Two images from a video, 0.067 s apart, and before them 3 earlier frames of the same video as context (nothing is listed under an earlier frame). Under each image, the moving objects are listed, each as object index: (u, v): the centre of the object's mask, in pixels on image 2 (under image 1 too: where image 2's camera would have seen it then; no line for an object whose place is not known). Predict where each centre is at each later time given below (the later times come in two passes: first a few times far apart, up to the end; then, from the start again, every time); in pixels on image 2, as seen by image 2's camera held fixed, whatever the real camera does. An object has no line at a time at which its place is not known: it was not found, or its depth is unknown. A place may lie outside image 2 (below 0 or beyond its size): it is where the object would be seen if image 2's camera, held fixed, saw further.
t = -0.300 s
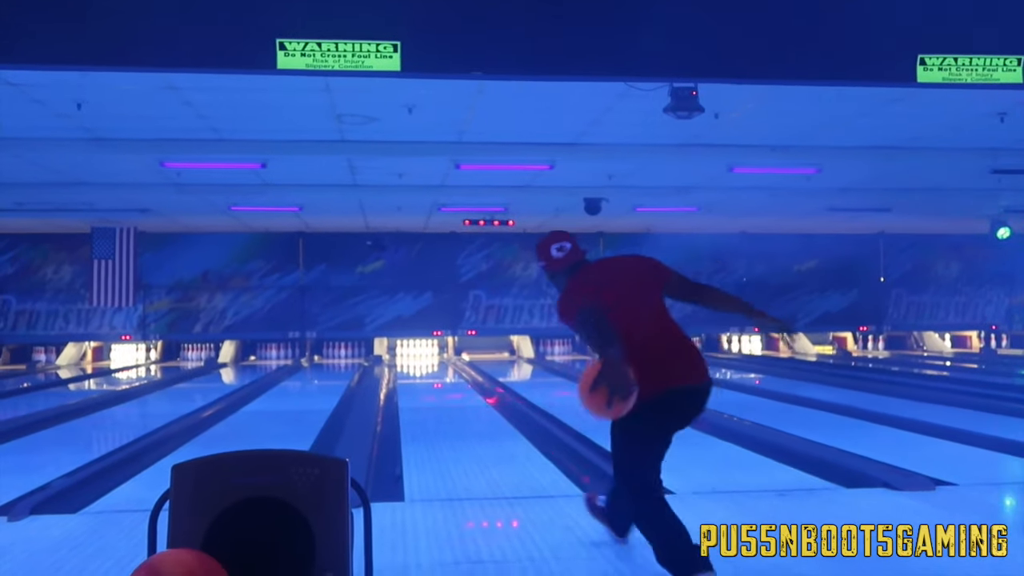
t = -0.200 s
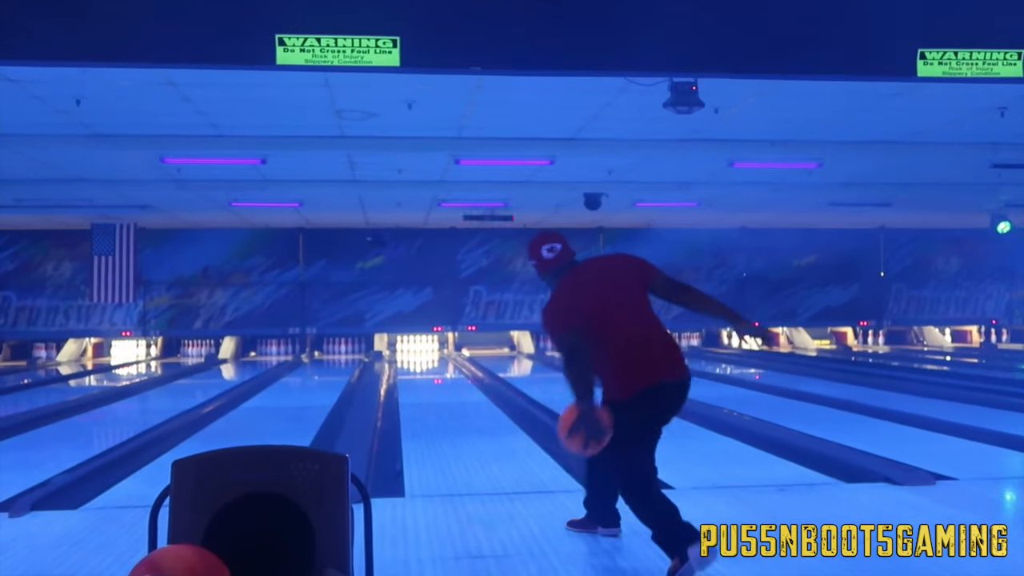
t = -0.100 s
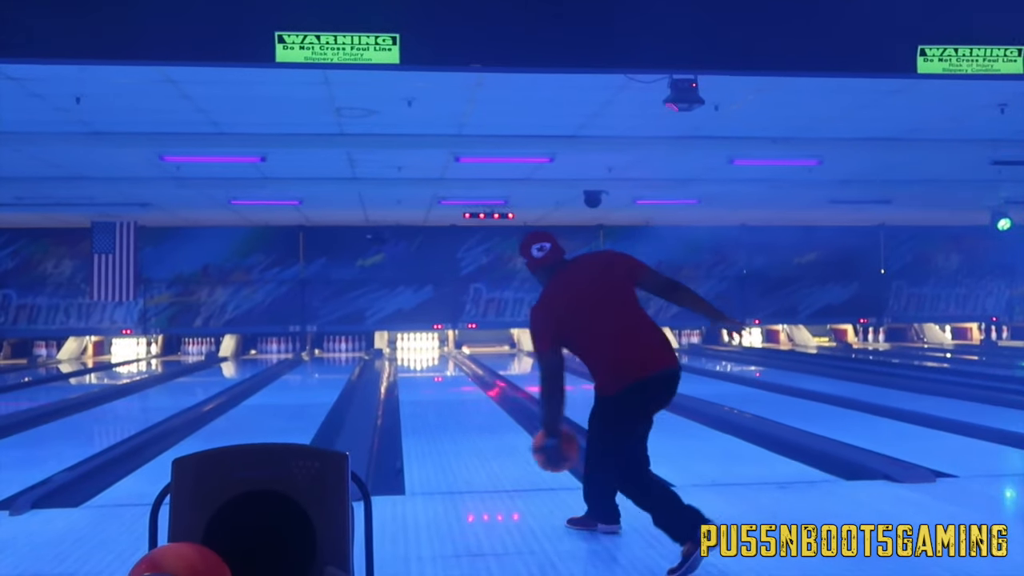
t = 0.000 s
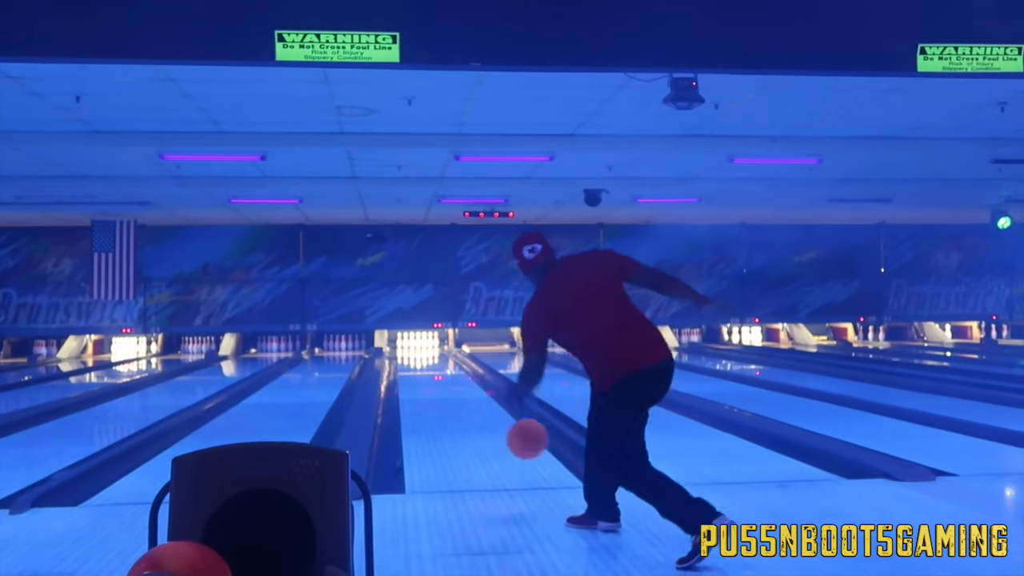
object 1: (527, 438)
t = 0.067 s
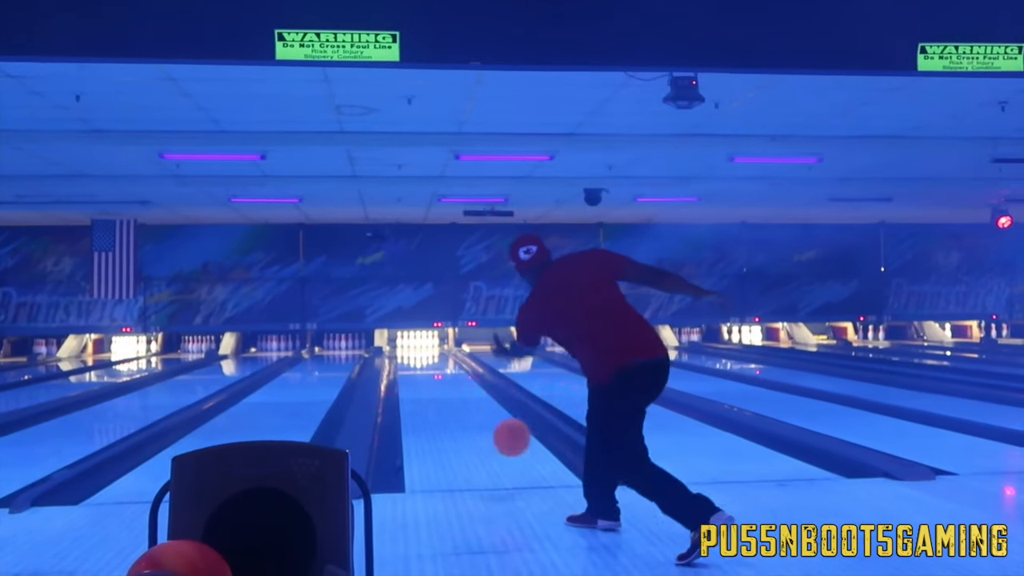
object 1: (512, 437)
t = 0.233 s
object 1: (483, 446)
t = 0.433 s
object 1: (461, 424)
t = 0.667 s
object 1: (444, 405)
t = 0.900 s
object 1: (431, 391)
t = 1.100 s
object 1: (424, 384)
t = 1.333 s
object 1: (418, 374)
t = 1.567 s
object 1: (414, 368)
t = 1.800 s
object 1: (411, 363)
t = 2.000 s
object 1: (409, 359)
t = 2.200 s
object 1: (409, 357)
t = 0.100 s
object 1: (505, 440)
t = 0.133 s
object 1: (498, 444)
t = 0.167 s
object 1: (493, 450)
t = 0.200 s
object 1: (487, 452)
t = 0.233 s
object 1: (483, 446)
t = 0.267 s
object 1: (479, 441)
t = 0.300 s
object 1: (474, 439)
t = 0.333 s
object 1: (471, 435)
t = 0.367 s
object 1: (467, 431)
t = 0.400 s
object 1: (464, 427)
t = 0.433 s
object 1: (461, 424)
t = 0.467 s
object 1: (457, 421)
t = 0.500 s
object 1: (455, 418)
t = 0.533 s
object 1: (452, 415)
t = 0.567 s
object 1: (449, 412)
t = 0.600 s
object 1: (447, 409)
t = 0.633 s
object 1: (445, 407)
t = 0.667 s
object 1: (444, 405)
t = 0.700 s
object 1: (441, 403)
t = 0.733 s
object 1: (439, 401)
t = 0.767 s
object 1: (437, 399)
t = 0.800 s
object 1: (436, 396)
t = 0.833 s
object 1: (434, 395)
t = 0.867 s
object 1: (433, 393)
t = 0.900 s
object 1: (431, 391)
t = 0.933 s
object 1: (430, 390)
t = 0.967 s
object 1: (428, 389)
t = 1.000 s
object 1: (427, 387)
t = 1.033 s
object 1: (426, 386)
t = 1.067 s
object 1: (425, 385)
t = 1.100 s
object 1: (424, 384)
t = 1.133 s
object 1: (423, 382)
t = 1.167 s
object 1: (423, 380)
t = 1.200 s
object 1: (421, 379)
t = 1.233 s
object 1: (421, 378)
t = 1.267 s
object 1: (420, 377)
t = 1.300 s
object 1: (419, 376)
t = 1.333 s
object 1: (418, 374)
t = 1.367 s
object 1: (418, 374)
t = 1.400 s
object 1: (417, 372)
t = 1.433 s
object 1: (416, 372)
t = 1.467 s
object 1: (415, 370)
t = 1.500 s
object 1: (415, 369)
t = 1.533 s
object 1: (415, 369)
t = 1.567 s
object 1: (414, 368)
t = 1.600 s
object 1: (414, 367)
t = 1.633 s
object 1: (413, 366)
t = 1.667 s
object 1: (412, 365)
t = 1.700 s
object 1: (412, 364)
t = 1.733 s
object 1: (412, 364)
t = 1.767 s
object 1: (411, 363)
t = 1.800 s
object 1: (411, 363)
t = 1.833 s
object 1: (410, 362)
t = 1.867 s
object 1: (410, 361)
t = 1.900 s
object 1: (409, 361)
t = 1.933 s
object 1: (409, 360)
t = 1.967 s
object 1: (409, 360)
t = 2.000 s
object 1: (409, 359)
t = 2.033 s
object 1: (409, 358)
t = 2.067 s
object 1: (409, 358)
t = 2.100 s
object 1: (409, 357)
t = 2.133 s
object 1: (408, 357)
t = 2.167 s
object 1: (408, 357)
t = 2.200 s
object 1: (409, 357)
